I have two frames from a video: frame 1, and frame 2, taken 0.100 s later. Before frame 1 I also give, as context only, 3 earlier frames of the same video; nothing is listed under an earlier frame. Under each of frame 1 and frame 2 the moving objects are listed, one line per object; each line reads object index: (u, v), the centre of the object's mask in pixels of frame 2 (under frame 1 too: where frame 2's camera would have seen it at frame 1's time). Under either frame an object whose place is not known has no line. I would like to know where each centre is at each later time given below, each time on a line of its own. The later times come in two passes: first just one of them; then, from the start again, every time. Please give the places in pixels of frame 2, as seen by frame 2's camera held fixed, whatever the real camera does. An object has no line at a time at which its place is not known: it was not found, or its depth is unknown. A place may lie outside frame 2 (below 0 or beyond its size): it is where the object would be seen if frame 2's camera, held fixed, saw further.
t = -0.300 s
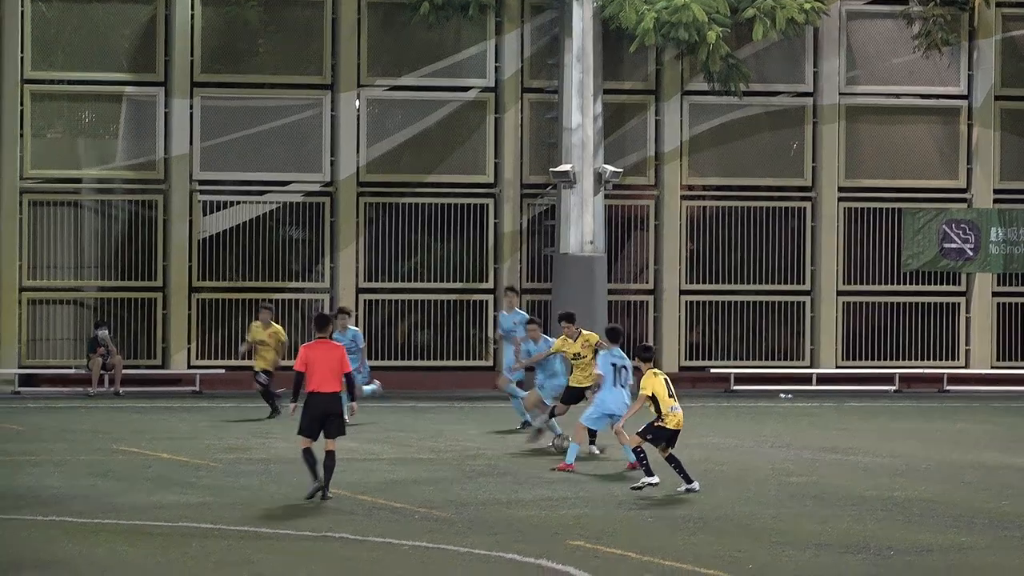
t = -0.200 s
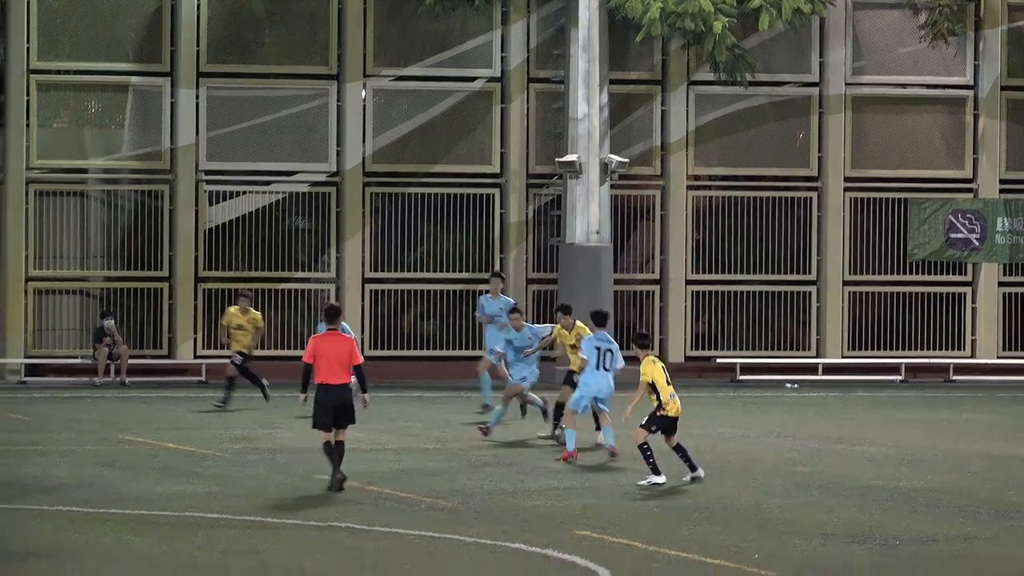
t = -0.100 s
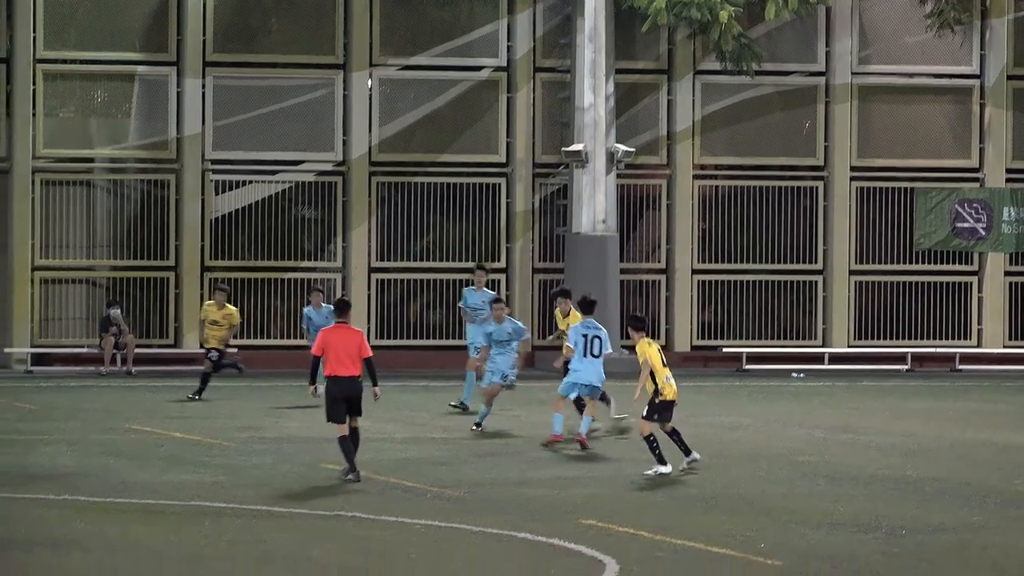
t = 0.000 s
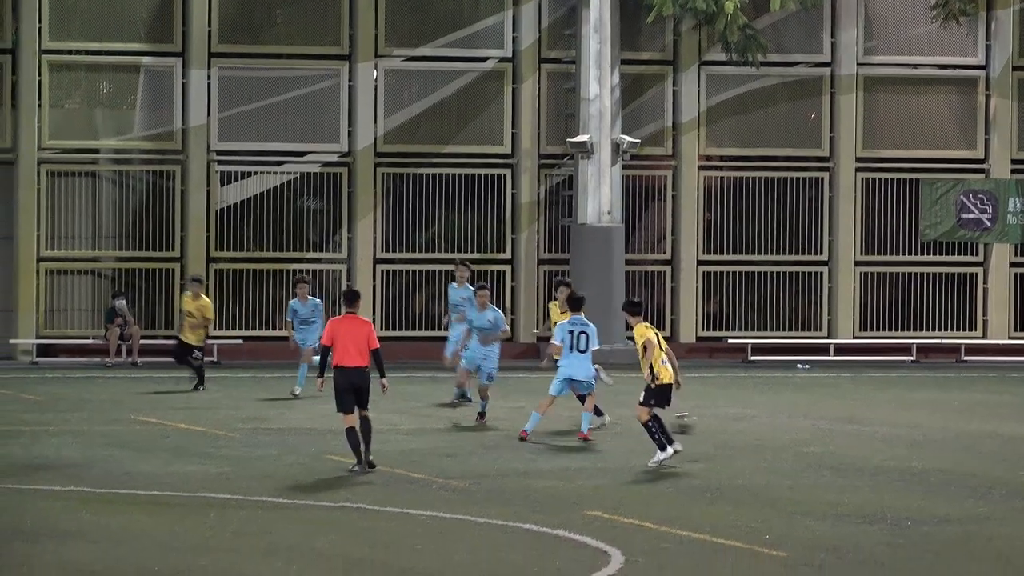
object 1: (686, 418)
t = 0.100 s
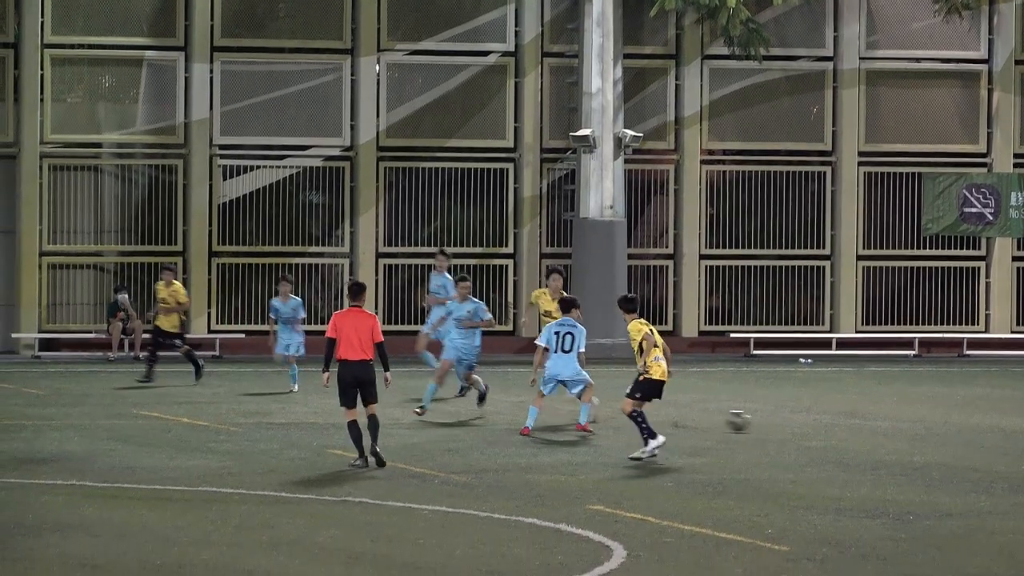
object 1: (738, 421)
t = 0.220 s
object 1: (798, 421)
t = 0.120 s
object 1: (749, 423)
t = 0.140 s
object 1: (759, 423)
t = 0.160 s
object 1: (768, 423)
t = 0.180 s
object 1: (778, 421)
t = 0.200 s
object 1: (788, 421)
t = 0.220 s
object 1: (798, 421)
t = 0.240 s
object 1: (808, 422)
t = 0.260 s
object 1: (816, 423)
